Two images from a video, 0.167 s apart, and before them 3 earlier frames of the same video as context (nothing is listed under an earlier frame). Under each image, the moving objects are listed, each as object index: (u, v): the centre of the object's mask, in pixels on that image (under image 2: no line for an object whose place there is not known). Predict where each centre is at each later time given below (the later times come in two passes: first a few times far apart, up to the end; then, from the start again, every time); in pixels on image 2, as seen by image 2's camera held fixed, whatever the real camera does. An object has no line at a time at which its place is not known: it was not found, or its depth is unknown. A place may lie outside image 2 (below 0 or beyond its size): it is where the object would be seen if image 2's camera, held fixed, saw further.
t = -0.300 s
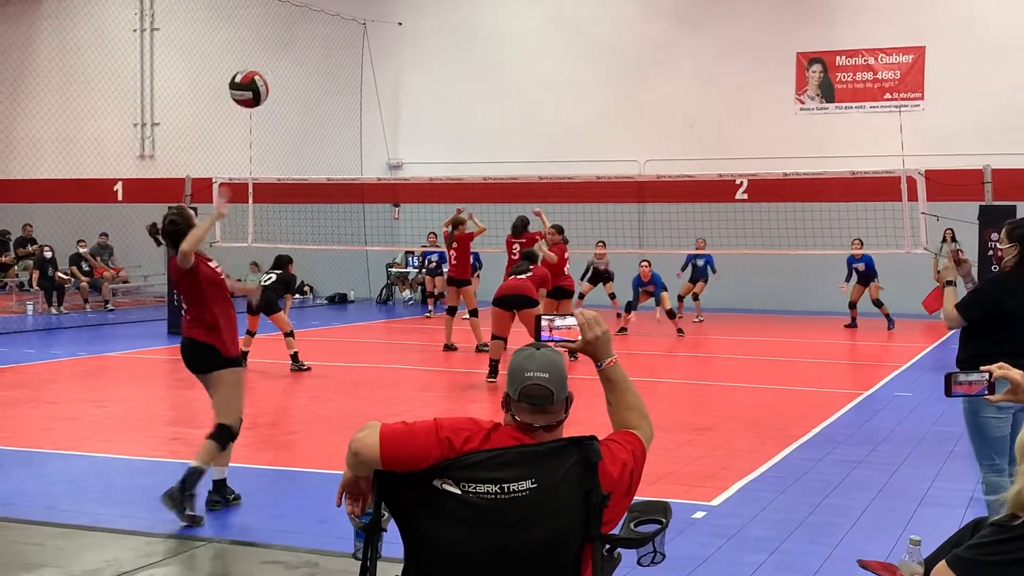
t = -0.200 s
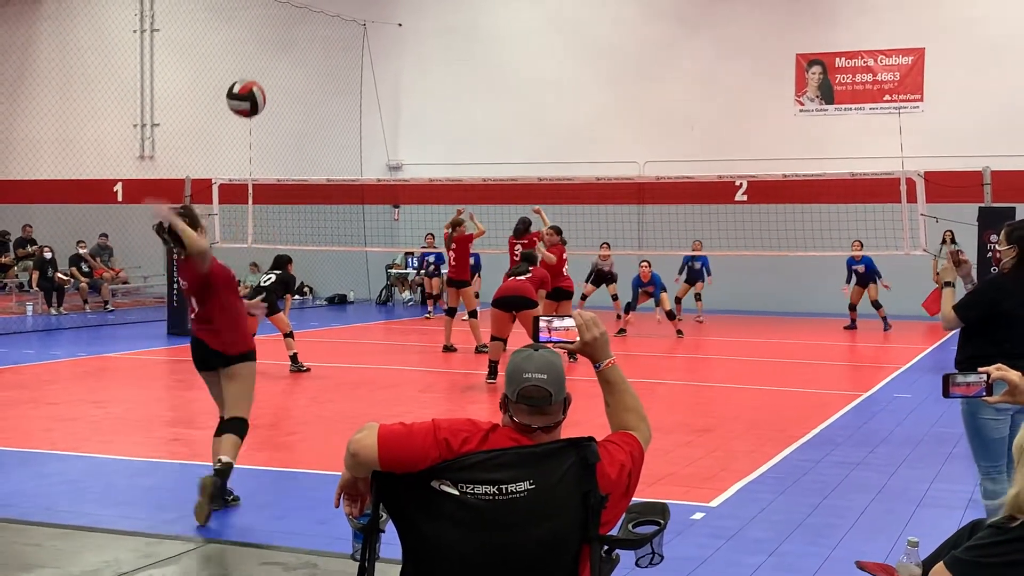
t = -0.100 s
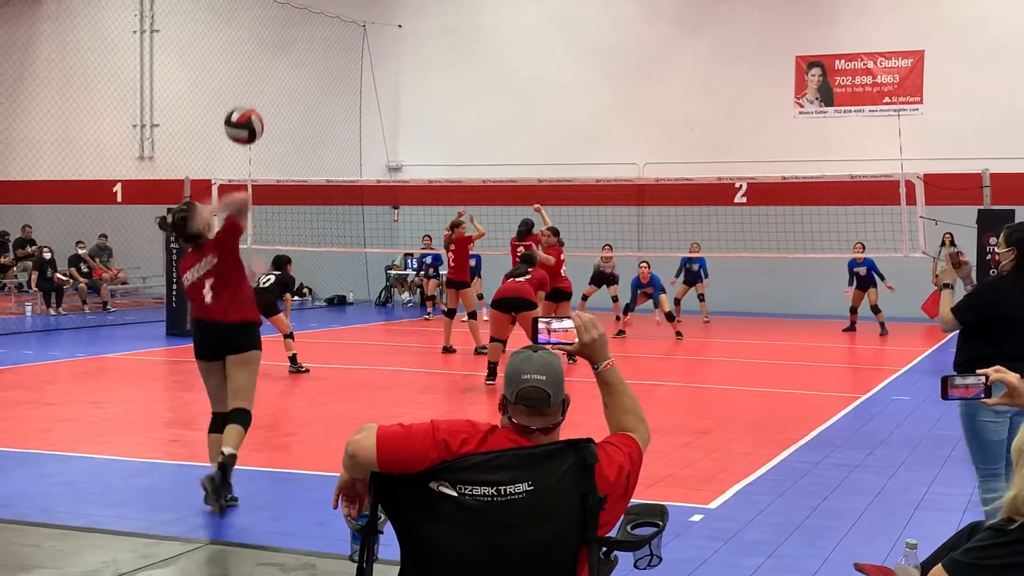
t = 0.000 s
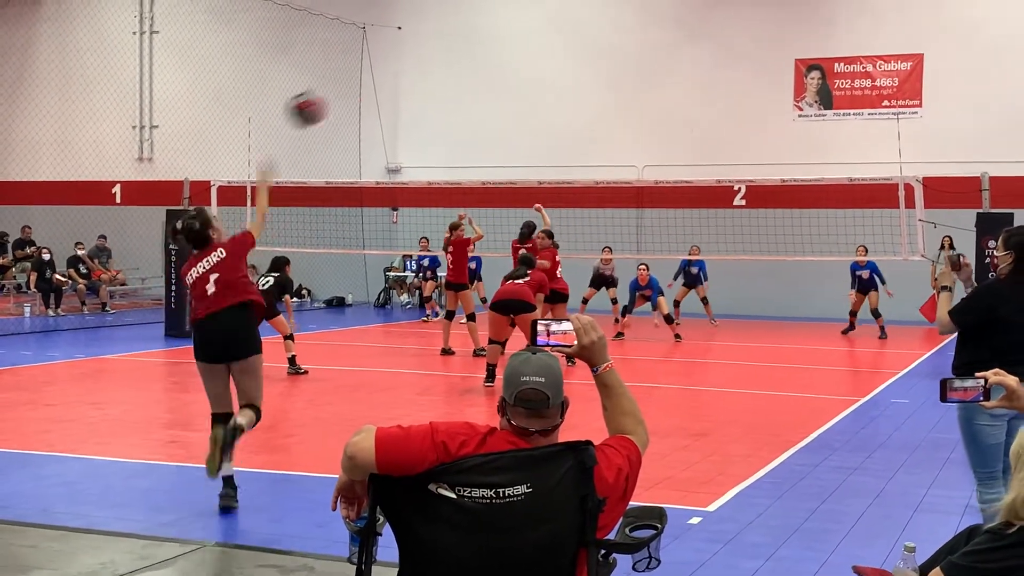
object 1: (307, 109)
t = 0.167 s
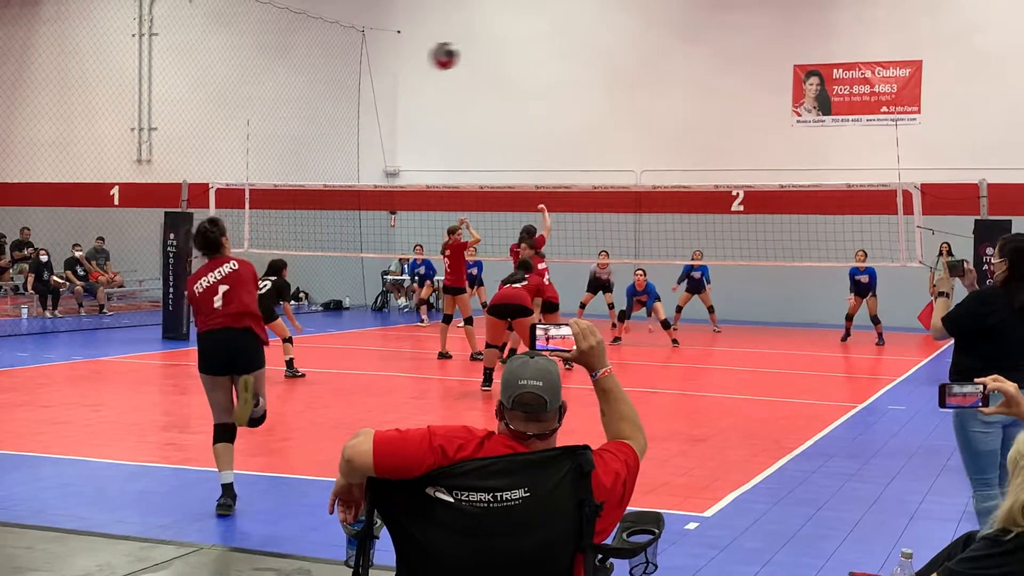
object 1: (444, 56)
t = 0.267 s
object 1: (501, 48)
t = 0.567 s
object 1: (616, 93)
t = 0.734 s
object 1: (656, 141)
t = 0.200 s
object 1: (465, 51)
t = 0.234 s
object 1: (484, 49)
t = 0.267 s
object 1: (501, 48)
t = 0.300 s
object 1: (518, 48)
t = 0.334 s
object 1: (533, 51)
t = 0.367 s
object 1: (547, 54)
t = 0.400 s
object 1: (561, 58)
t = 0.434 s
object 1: (573, 64)
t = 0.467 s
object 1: (585, 70)
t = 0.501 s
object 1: (596, 78)
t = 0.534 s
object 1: (606, 85)
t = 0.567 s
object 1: (616, 93)
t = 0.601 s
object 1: (626, 103)
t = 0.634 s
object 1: (634, 111)
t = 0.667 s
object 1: (642, 121)
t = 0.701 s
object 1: (649, 131)
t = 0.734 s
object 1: (656, 141)
